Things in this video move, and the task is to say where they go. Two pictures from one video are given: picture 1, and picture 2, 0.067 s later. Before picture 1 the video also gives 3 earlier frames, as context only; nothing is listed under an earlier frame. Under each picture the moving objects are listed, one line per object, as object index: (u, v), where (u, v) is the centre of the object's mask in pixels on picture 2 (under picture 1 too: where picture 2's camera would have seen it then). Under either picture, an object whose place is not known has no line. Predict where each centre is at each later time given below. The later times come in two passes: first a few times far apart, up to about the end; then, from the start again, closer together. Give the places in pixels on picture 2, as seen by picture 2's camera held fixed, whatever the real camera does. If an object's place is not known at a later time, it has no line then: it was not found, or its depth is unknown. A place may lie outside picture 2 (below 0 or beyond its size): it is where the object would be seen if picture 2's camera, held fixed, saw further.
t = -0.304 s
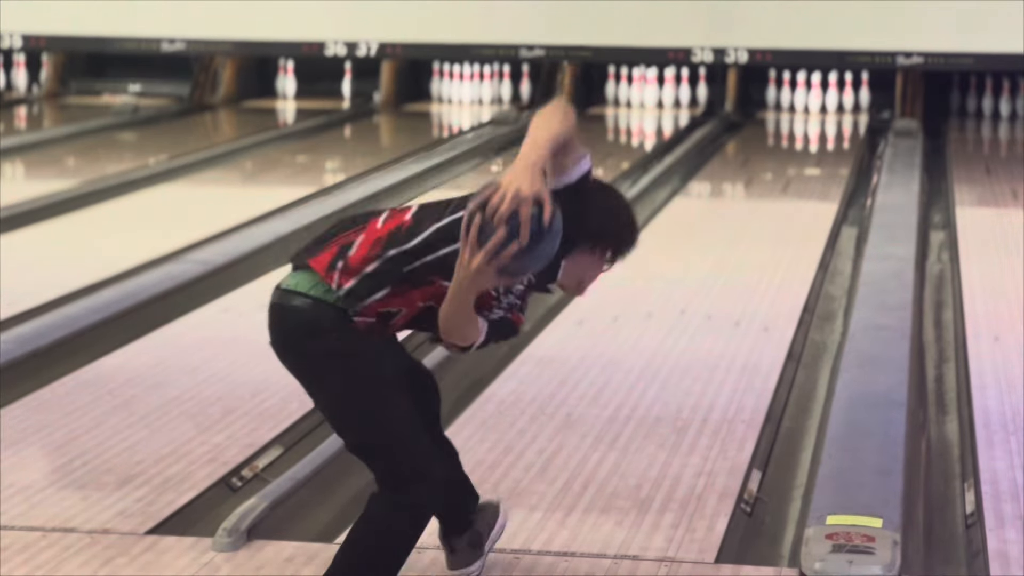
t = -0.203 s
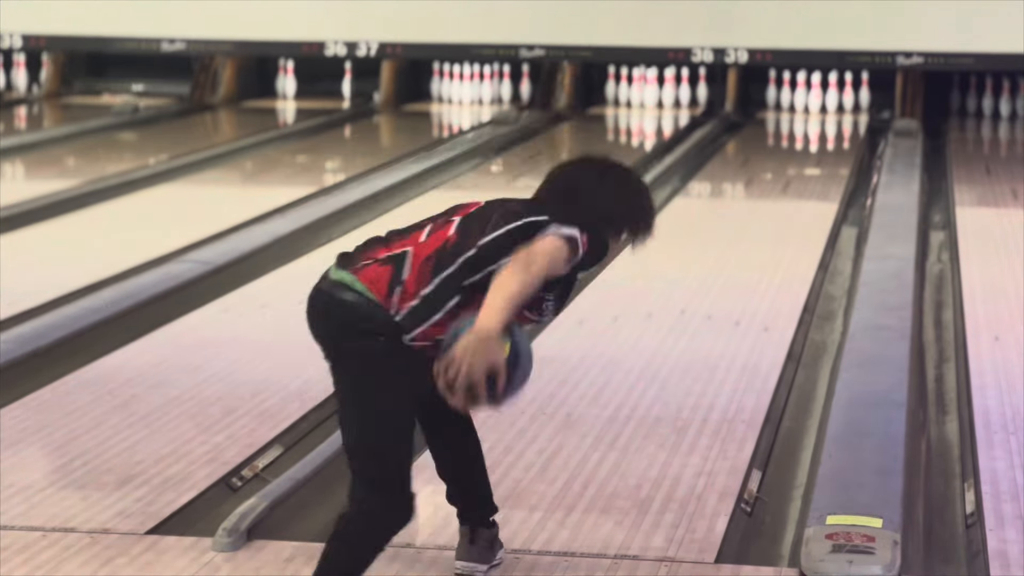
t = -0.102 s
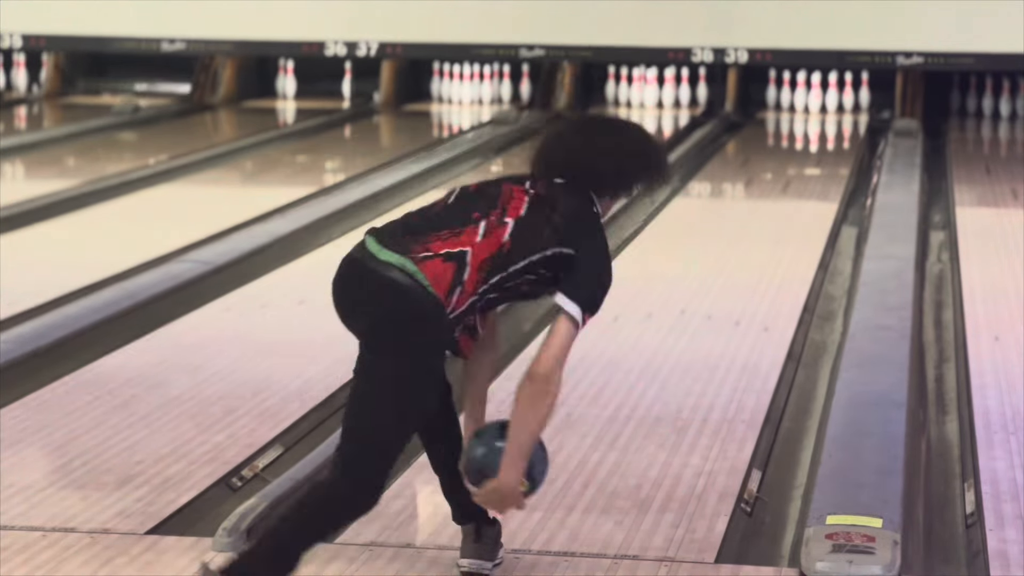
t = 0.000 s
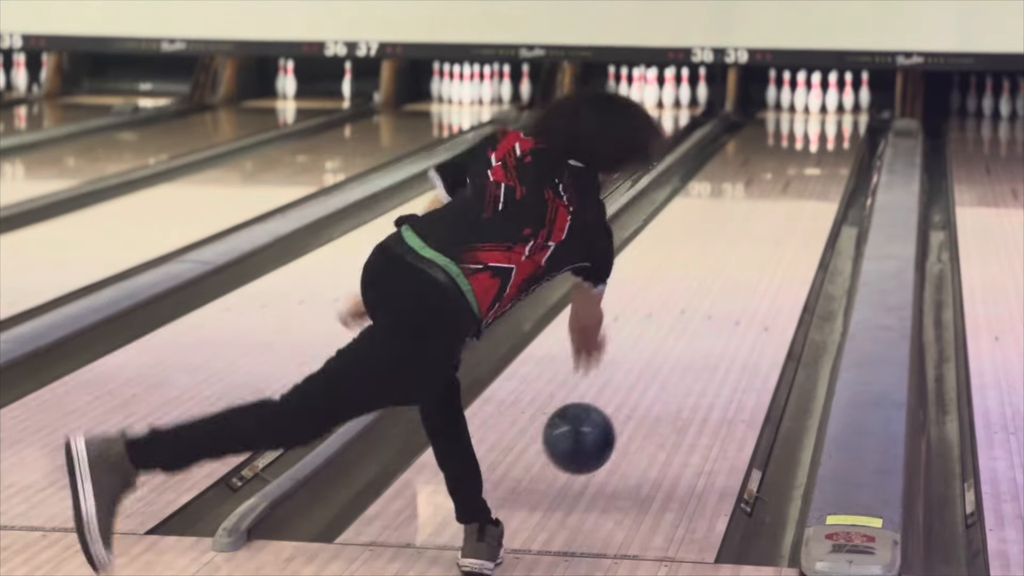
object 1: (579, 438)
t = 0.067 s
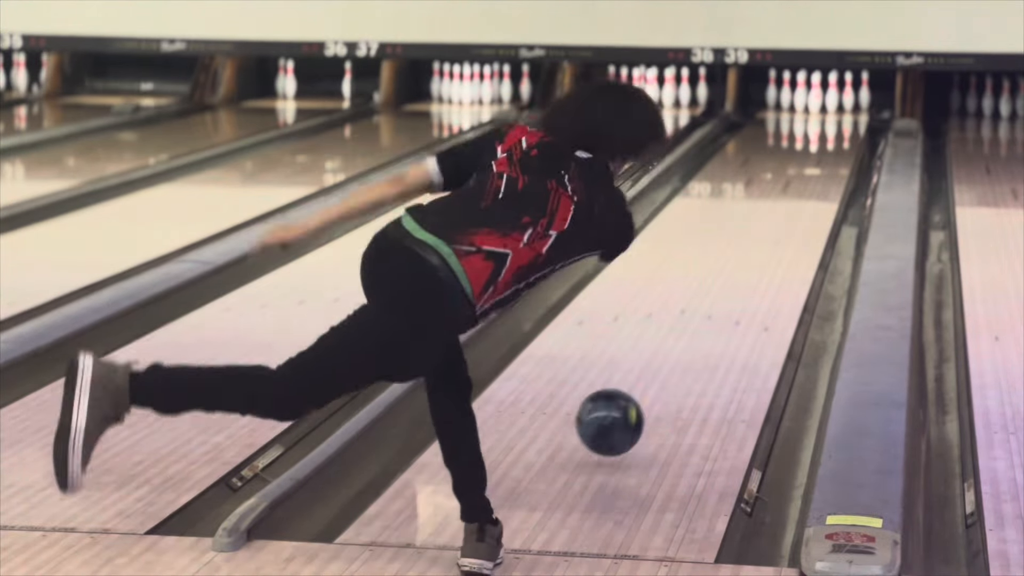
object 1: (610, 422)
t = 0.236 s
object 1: (672, 366)
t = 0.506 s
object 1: (740, 288)
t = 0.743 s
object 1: (780, 242)
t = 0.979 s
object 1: (809, 205)
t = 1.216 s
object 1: (827, 177)
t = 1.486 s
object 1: (839, 152)
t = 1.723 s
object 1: (841, 134)
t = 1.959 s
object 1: (835, 119)
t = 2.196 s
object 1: (825, 107)
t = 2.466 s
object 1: (811, 98)
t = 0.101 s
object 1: (623, 420)
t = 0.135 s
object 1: (637, 404)
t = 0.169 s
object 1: (649, 391)
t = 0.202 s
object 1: (661, 379)
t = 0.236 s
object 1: (672, 366)
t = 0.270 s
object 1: (682, 355)
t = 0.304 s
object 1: (692, 344)
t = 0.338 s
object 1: (701, 333)
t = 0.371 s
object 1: (709, 323)
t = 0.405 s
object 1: (718, 314)
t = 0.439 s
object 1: (725, 305)
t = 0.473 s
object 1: (733, 296)
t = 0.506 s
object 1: (740, 288)
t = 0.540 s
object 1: (746, 281)
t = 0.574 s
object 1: (753, 274)
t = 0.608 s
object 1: (759, 267)
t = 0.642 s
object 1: (764, 260)
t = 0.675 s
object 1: (770, 254)
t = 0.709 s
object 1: (775, 248)
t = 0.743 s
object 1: (780, 242)
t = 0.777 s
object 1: (785, 236)
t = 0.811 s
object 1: (789, 231)
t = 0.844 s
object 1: (793, 225)
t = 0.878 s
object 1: (798, 220)
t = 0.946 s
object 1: (805, 210)
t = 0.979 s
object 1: (809, 205)
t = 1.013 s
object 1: (812, 201)
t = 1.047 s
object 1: (815, 197)
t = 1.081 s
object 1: (818, 192)
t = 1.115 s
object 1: (820, 188)
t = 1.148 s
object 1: (823, 185)
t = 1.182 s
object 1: (825, 181)
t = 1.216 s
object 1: (827, 177)
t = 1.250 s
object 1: (829, 173)
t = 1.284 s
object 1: (831, 170)
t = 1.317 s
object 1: (832, 168)
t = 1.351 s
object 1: (833, 164)
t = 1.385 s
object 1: (835, 161)
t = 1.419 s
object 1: (837, 158)
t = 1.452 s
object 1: (838, 155)
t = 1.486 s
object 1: (839, 152)
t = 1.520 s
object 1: (839, 149)
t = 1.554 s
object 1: (840, 146)
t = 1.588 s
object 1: (840, 144)
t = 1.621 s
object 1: (841, 141)
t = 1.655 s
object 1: (840, 139)
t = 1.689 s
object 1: (840, 136)
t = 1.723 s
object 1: (841, 134)
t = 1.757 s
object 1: (840, 132)
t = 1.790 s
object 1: (840, 130)
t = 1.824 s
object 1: (840, 127)
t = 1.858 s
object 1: (838, 125)
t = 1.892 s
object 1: (837, 123)
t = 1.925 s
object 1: (836, 122)
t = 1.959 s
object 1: (835, 119)
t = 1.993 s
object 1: (834, 118)
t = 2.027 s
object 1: (833, 115)
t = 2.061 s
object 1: (831, 114)
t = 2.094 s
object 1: (830, 112)
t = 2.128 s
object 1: (829, 111)
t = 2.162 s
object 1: (827, 109)
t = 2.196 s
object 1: (825, 107)
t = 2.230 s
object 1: (822, 104)
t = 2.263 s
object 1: (820, 104)
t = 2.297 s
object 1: (819, 103)
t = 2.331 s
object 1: (820, 102)
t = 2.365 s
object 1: (818, 102)
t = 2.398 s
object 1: (816, 101)
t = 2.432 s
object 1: (815, 101)
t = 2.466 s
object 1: (811, 98)
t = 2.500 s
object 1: (806, 98)
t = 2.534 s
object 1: (806, 97)
